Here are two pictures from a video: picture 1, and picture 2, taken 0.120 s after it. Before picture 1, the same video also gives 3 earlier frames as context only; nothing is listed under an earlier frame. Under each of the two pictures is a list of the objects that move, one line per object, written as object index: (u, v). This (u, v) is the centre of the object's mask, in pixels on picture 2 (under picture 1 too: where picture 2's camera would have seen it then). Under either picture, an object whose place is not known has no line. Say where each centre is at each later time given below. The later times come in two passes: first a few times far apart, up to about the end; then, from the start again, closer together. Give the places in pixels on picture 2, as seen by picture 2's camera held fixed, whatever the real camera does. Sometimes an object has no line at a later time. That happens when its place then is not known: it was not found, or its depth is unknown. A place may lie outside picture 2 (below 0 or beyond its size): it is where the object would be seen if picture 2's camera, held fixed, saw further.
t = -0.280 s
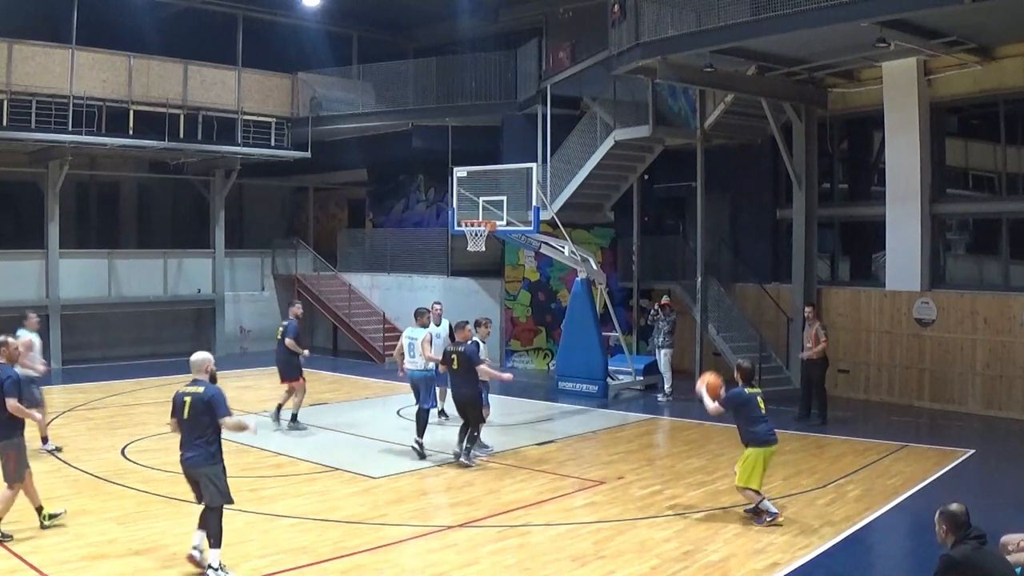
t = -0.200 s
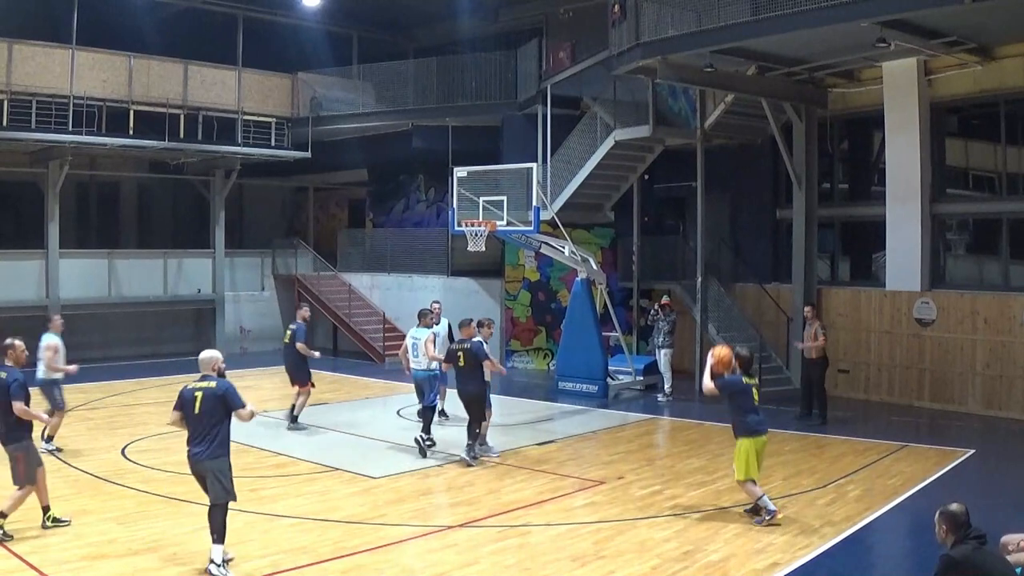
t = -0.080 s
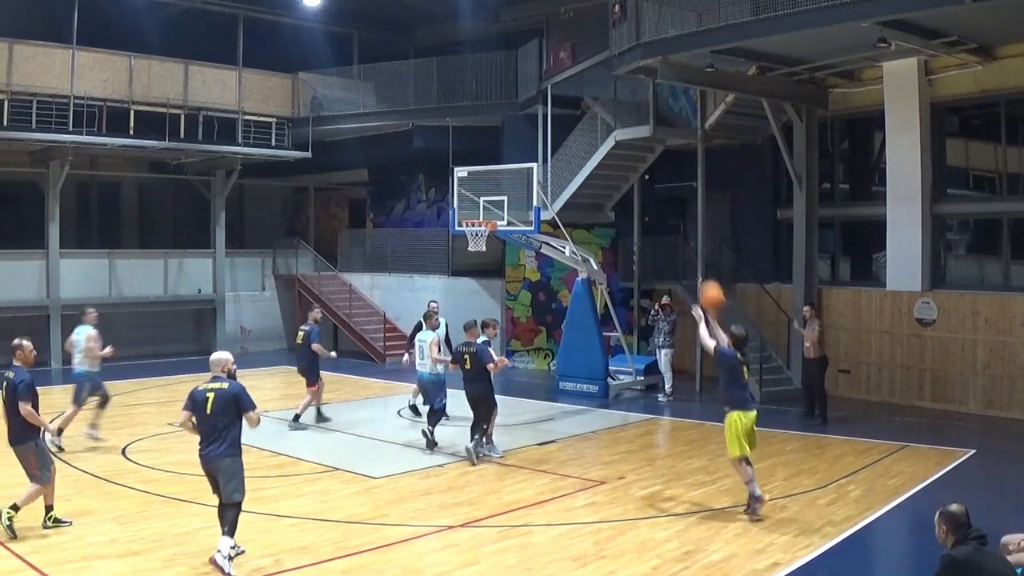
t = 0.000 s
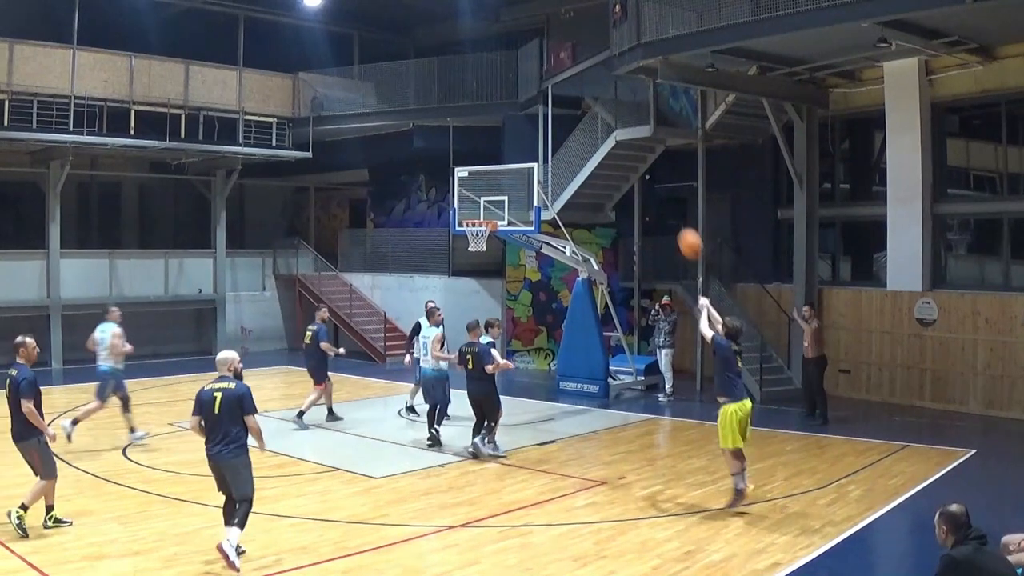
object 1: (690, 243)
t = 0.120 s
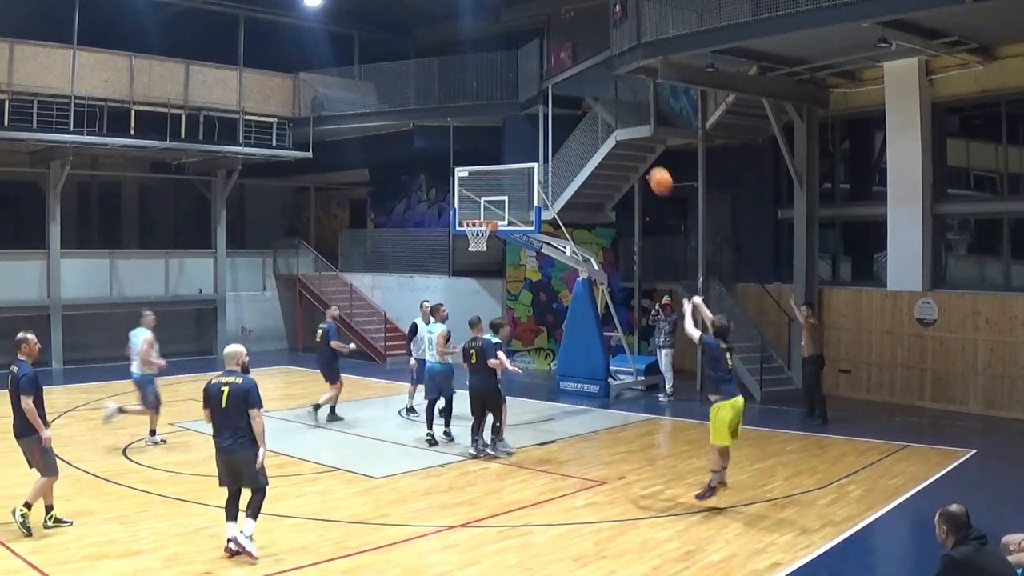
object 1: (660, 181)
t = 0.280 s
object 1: (624, 123)
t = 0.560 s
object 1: (575, 87)
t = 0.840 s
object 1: (535, 107)
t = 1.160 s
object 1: (499, 184)
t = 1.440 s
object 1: (451, 198)
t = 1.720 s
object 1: (397, 211)
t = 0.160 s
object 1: (651, 164)
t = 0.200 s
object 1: (642, 149)
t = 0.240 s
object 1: (633, 136)
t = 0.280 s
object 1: (624, 123)
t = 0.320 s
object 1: (617, 115)
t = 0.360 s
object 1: (609, 106)
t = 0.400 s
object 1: (601, 100)
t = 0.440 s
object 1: (594, 95)
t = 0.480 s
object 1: (588, 91)
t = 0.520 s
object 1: (581, 88)
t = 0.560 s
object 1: (575, 87)
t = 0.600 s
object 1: (569, 87)
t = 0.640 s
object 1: (562, 88)
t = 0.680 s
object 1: (557, 90)
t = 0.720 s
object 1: (551, 92)
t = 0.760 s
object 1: (546, 96)
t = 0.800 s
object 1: (540, 101)
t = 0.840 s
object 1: (535, 107)
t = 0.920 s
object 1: (525, 122)
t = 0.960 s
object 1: (521, 131)
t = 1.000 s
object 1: (516, 140)
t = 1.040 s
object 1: (511, 150)
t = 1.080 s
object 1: (507, 159)
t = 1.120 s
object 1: (502, 172)
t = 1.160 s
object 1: (499, 184)
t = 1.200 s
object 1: (495, 197)
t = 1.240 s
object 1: (489, 210)
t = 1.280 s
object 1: (482, 211)
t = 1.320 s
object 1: (474, 206)
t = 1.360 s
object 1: (467, 203)
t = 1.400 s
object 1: (459, 199)
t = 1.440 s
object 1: (451, 198)
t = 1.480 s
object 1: (444, 197)
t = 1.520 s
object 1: (437, 197)
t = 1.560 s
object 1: (429, 198)
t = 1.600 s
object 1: (421, 200)
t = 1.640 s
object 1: (413, 202)
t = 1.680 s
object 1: (406, 207)
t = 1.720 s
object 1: (397, 211)
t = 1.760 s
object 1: (390, 217)
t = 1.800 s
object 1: (382, 224)
